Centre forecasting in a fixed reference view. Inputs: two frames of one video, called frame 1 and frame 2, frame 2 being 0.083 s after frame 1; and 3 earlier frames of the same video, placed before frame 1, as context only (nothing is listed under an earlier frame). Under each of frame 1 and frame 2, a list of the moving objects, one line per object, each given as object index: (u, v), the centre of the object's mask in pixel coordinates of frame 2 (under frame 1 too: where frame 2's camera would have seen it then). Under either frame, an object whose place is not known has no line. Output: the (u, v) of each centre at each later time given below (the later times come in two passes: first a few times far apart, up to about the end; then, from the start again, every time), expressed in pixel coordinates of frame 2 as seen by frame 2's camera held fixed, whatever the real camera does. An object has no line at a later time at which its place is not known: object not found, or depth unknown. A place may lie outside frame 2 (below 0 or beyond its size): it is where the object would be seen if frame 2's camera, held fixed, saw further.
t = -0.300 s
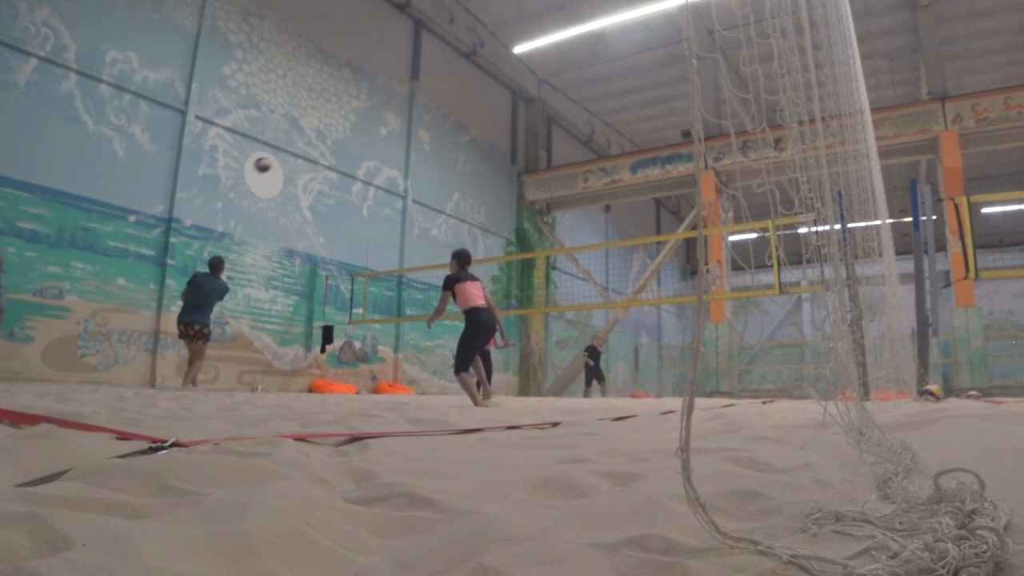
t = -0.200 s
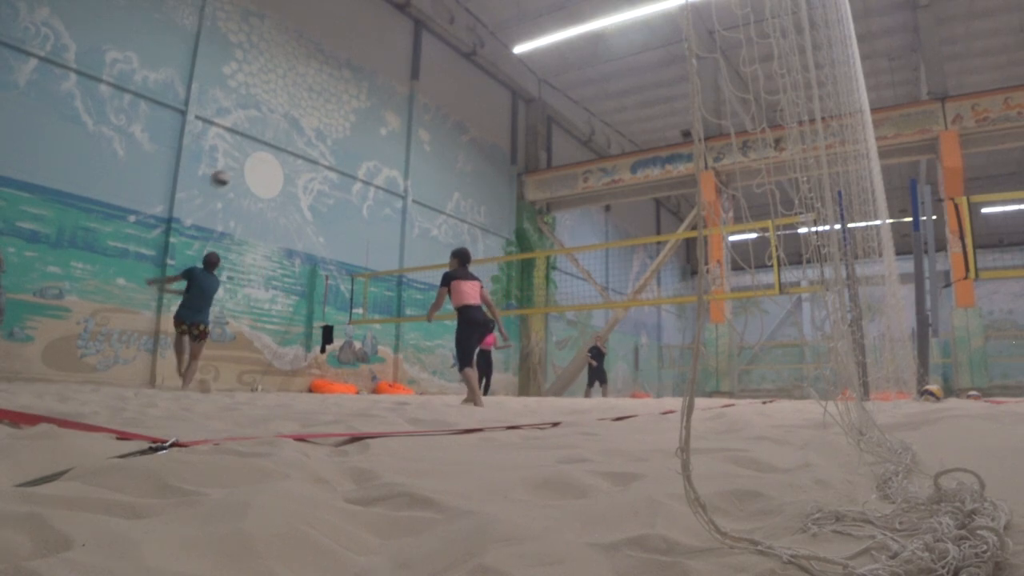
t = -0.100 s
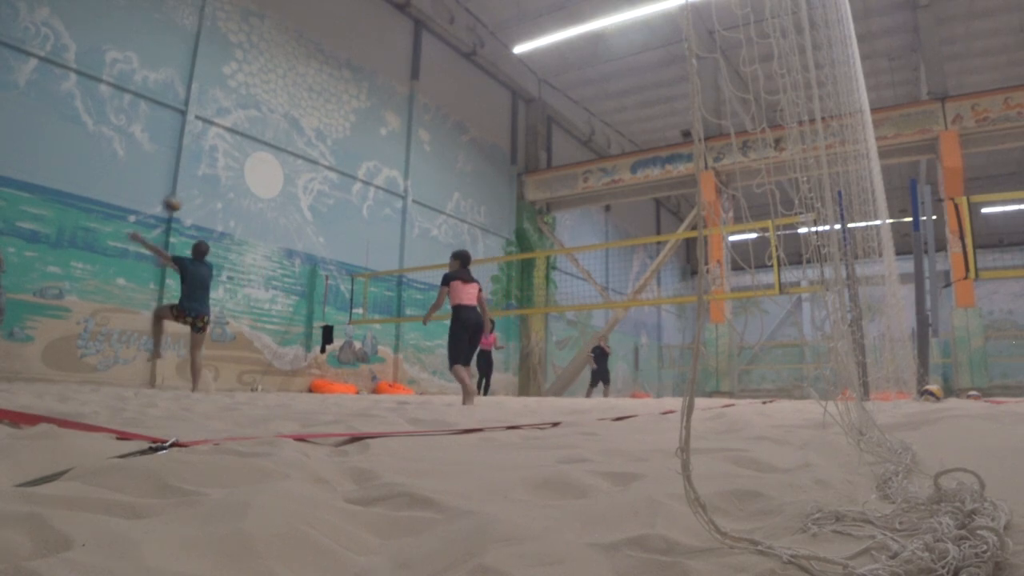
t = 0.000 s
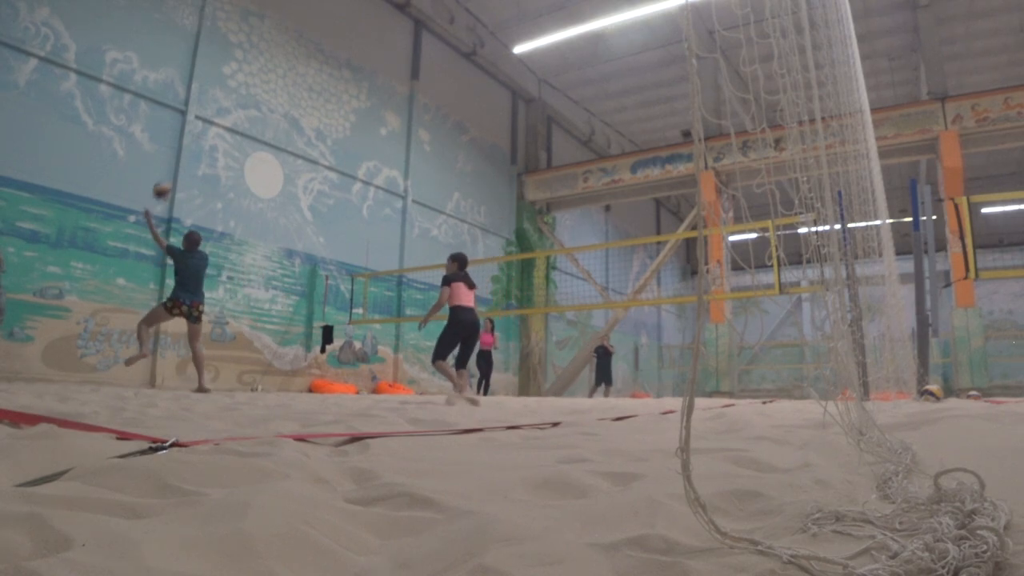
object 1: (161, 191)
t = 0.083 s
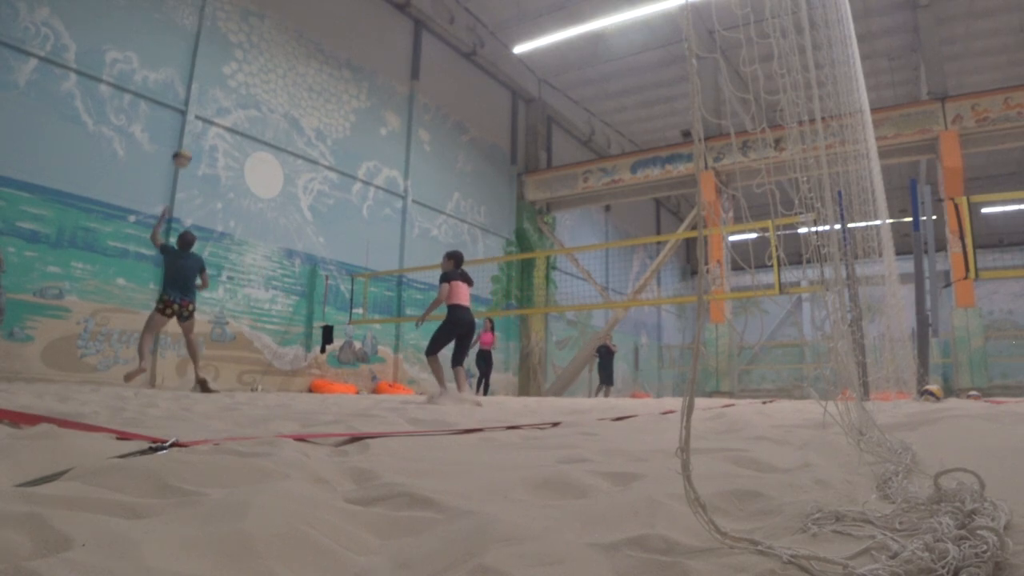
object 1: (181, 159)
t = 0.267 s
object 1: (218, 111)
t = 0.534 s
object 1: (261, 91)
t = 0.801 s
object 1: (293, 121)
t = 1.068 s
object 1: (319, 200)
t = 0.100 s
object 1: (185, 153)
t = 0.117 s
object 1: (188, 148)
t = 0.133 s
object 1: (192, 142)
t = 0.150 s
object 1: (195, 137)
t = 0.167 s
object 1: (198, 133)
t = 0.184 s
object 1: (201, 129)
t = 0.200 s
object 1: (205, 125)
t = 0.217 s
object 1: (208, 121)
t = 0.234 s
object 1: (211, 118)
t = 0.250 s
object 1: (214, 114)
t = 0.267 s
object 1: (218, 111)
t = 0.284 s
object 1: (221, 108)
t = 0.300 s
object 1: (224, 105)
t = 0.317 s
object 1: (227, 103)
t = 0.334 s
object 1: (229, 100)
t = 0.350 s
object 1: (232, 98)
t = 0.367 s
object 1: (234, 97)
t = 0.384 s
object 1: (238, 95)
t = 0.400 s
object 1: (241, 94)
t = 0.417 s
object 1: (244, 93)
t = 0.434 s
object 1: (247, 92)
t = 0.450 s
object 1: (249, 91)
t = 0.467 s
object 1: (251, 90)
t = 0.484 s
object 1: (254, 90)
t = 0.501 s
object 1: (256, 90)
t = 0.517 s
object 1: (259, 90)
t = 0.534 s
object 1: (261, 91)
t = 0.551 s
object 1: (263, 91)
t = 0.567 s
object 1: (266, 92)
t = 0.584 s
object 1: (268, 93)
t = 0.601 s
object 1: (270, 94)
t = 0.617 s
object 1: (272, 95)
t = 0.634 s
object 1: (274, 97)
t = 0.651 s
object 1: (276, 99)
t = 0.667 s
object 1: (278, 100)
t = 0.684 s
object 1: (280, 102)
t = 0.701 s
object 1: (282, 105)
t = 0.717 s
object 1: (284, 107)
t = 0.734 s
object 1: (286, 110)
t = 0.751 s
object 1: (287, 112)
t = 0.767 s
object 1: (289, 115)
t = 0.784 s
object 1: (290, 118)
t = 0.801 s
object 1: (293, 121)
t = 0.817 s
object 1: (296, 125)
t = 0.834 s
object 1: (297, 128)
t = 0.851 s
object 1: (298, 132)
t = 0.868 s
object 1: (300, 136)
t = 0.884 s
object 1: (301, 140)
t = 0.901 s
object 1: (303, 144)
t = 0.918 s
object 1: (305, 149)
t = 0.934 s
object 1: (307, 155)
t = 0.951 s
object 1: (309, 160)
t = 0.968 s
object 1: (310, 165)
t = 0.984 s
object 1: (312, 170)
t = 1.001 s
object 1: (313, 175)
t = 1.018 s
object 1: (315, 180)
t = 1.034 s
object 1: (316, 185)
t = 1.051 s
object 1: (317, 192)
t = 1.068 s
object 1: (319, 200)
